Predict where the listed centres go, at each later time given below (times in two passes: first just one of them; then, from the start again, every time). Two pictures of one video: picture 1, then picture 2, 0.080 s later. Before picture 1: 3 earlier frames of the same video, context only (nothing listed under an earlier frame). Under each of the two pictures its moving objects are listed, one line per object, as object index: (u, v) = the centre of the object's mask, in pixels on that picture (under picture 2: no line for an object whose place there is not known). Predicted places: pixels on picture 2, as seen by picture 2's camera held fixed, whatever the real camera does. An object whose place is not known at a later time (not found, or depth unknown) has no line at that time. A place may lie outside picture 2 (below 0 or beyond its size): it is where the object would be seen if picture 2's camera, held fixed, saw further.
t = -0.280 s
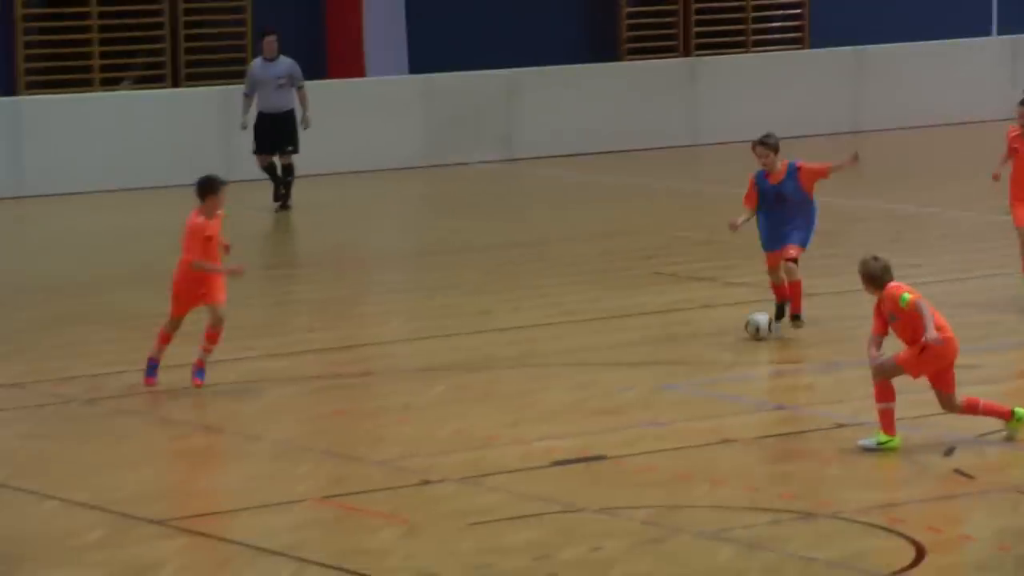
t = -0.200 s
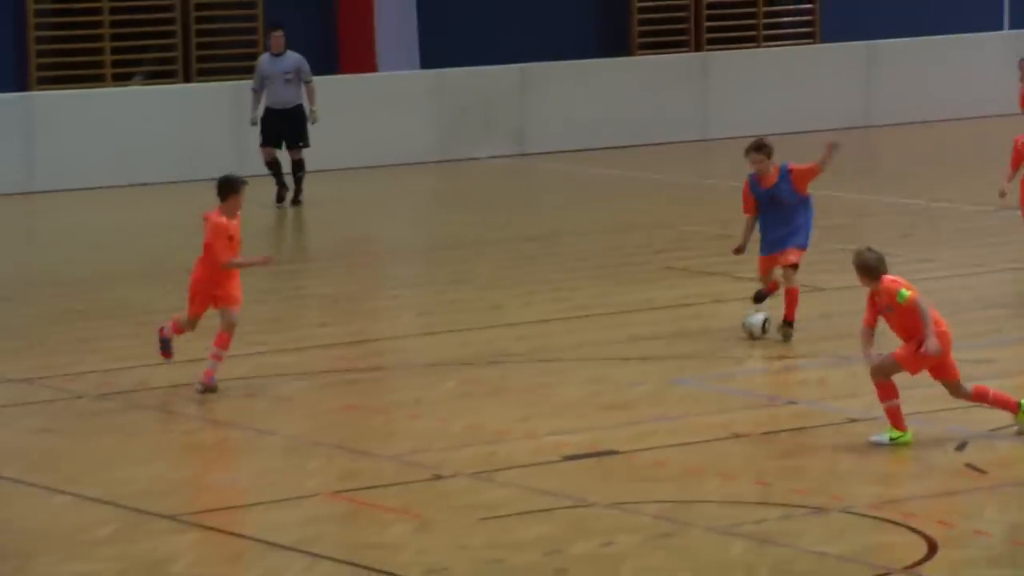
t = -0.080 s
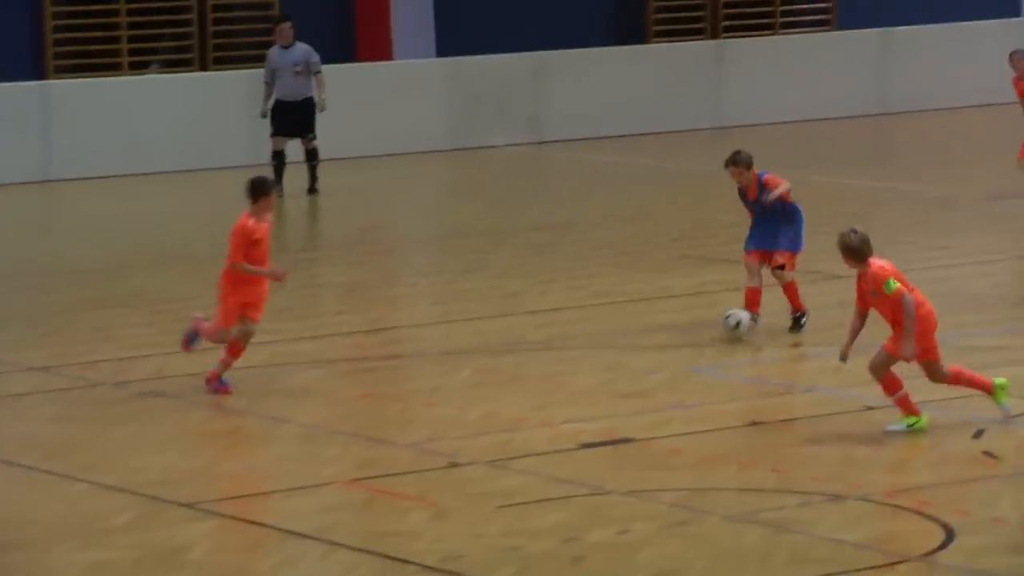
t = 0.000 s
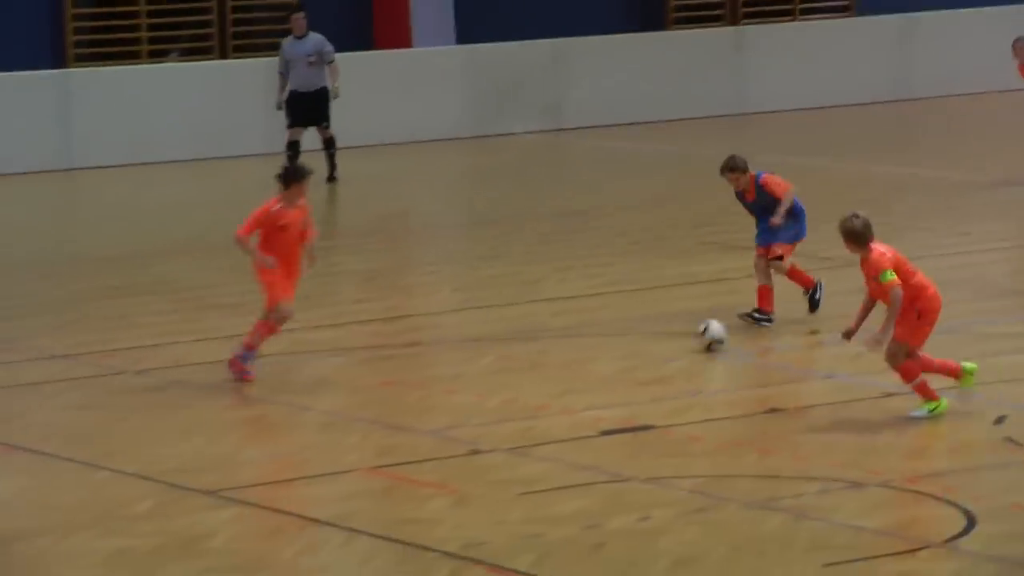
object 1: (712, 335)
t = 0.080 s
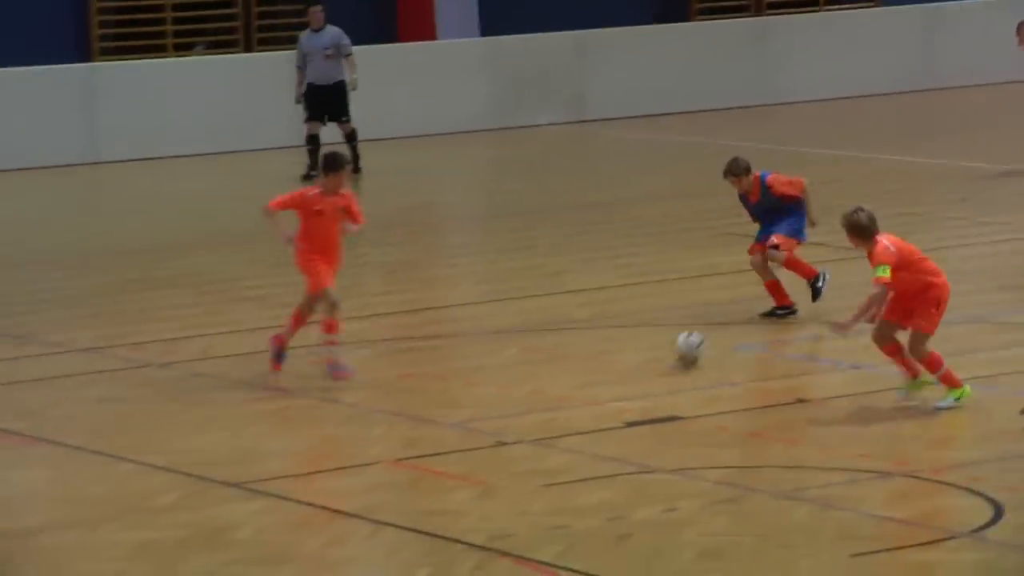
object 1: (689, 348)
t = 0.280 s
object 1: (566, 411)
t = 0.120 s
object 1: (664, 362)
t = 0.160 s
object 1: (642, 371)
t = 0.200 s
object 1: (617, 384)
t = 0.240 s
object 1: (590, 400)
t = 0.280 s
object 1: (566, 411)
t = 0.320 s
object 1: (542, 423)
